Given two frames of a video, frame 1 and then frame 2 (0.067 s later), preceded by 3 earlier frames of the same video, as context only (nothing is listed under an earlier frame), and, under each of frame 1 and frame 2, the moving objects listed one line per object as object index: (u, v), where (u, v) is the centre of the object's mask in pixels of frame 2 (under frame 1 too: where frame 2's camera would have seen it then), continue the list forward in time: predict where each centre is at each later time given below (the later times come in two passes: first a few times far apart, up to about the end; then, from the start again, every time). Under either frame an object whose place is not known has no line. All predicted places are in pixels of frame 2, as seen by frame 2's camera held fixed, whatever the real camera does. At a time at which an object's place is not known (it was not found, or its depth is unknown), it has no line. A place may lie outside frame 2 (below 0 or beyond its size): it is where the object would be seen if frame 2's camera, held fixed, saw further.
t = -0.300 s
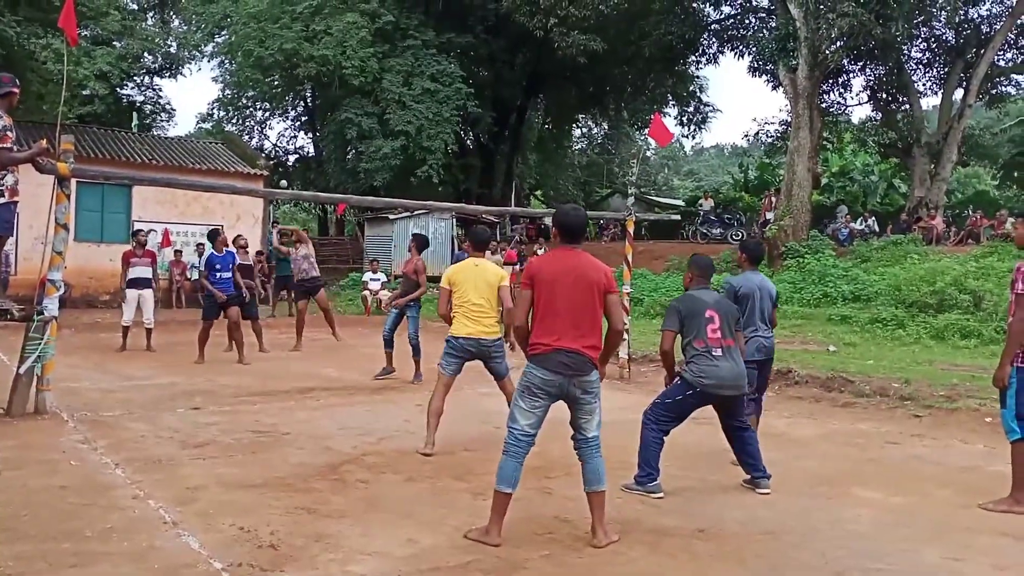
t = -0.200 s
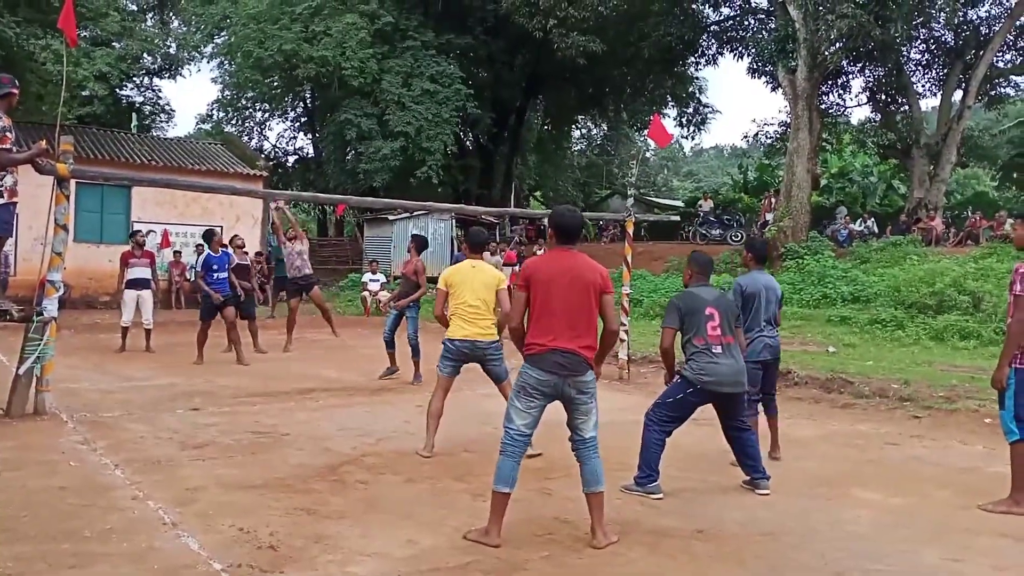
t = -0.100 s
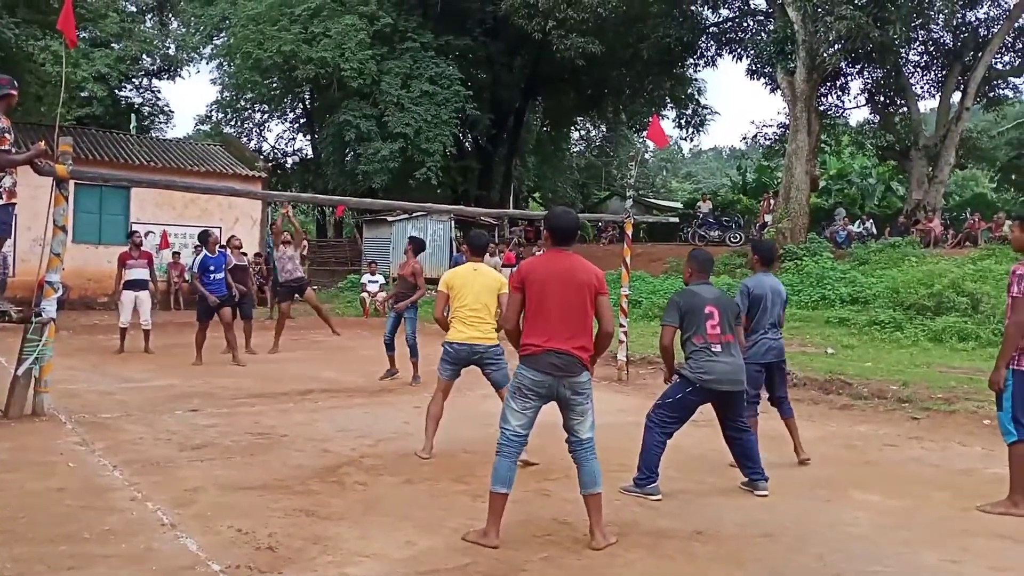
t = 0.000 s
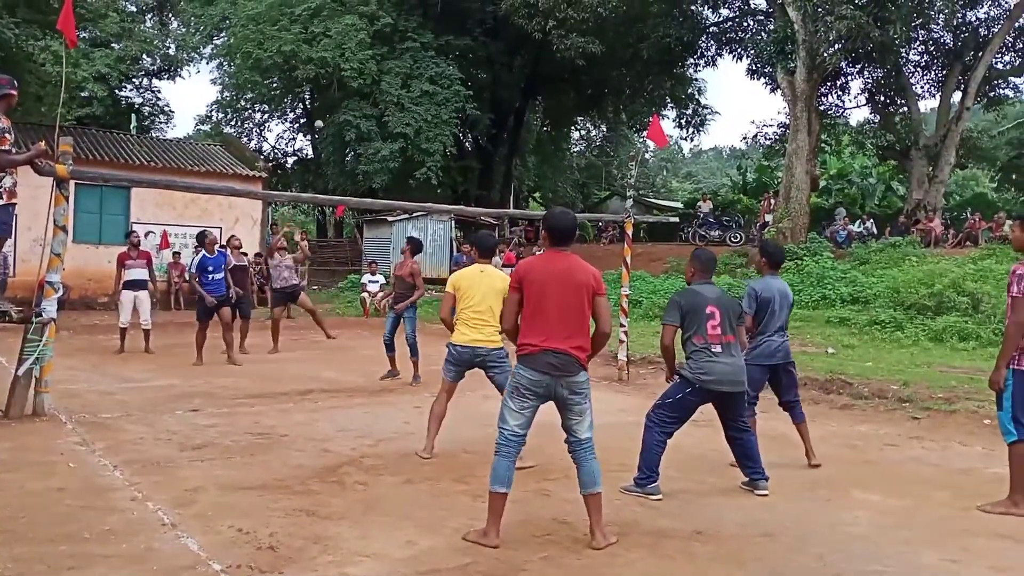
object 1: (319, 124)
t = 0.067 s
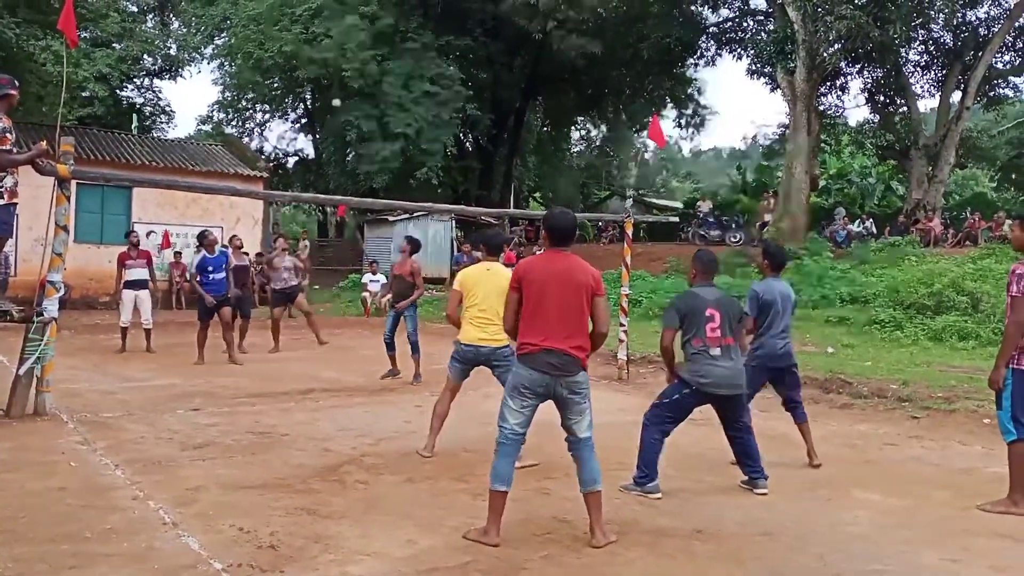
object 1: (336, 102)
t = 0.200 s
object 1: (372, 67)
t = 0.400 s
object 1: (438, 34)
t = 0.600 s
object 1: (521, 37)
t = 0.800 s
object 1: (633, 95)
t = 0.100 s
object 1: (345, 93)
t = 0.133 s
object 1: (354, 84)
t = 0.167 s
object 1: (363, 75)
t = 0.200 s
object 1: (372, 67)
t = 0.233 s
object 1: (382, 59)
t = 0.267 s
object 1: (392, 53)
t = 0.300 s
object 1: (403, 47)
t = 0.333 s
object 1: (414, 42)
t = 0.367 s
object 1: (425, 38)
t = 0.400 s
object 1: (438, 34)
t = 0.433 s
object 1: (450, 32)
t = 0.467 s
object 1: (463, 31)
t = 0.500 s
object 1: (477, 31)
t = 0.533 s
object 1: (491, 31)
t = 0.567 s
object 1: (506, 33)
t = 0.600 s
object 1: (521, 37)
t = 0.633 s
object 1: (537, 42)
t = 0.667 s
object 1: (555, 49)
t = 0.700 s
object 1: (573, 57)
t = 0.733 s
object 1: (592, 68)
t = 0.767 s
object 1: (612, 80)
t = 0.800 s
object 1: (633, 95)
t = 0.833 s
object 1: (655, 111)
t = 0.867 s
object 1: (679, 133)
